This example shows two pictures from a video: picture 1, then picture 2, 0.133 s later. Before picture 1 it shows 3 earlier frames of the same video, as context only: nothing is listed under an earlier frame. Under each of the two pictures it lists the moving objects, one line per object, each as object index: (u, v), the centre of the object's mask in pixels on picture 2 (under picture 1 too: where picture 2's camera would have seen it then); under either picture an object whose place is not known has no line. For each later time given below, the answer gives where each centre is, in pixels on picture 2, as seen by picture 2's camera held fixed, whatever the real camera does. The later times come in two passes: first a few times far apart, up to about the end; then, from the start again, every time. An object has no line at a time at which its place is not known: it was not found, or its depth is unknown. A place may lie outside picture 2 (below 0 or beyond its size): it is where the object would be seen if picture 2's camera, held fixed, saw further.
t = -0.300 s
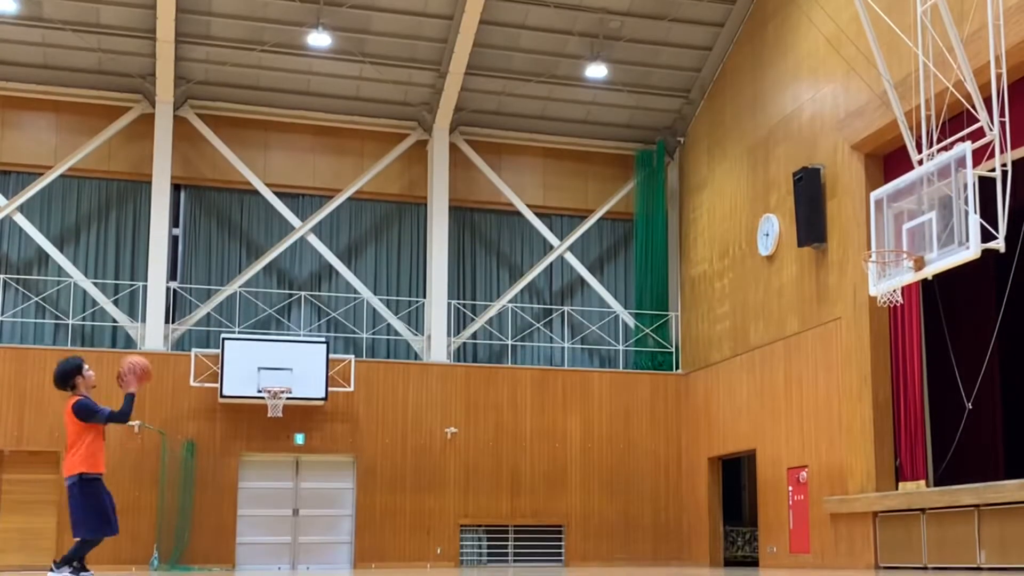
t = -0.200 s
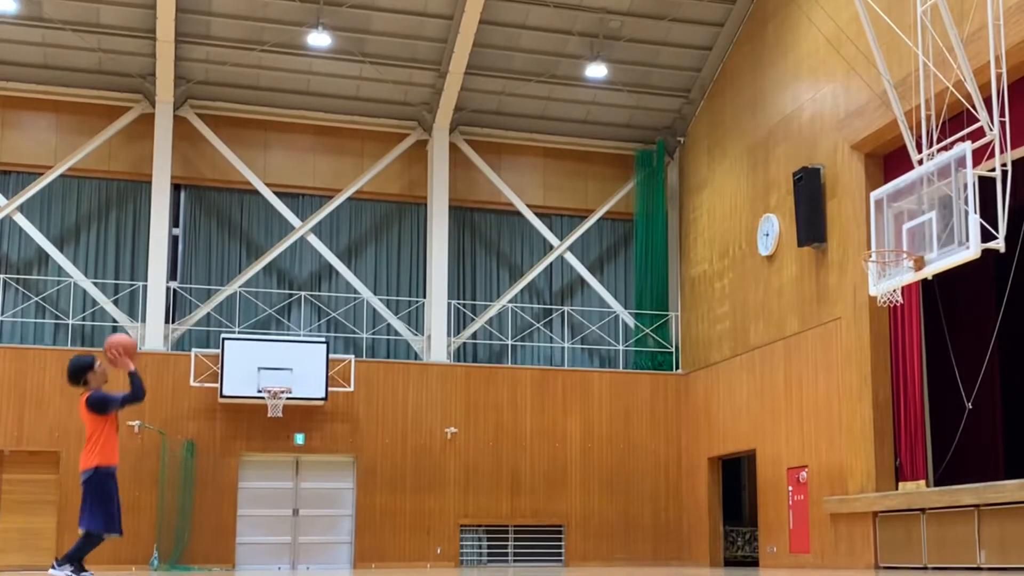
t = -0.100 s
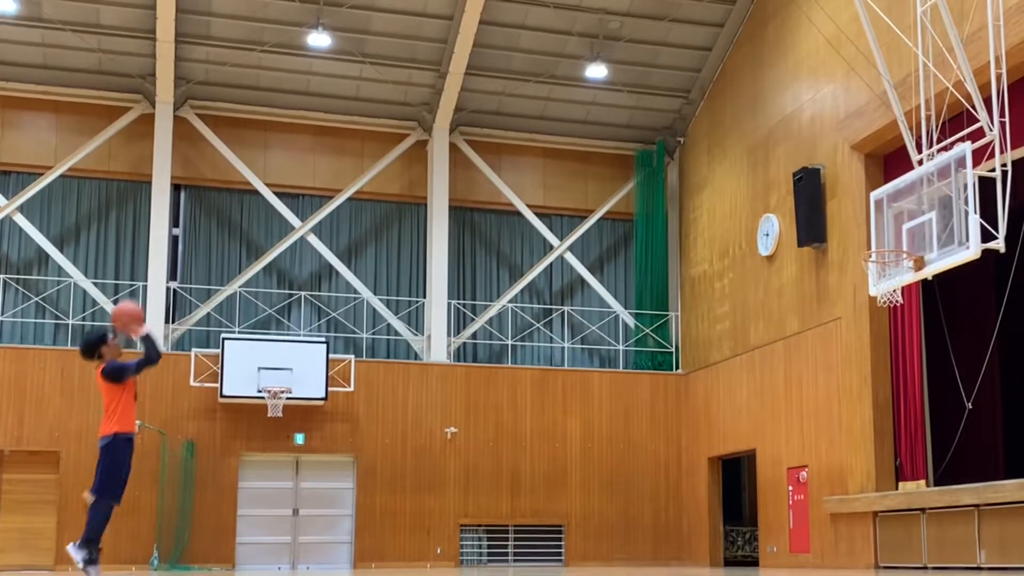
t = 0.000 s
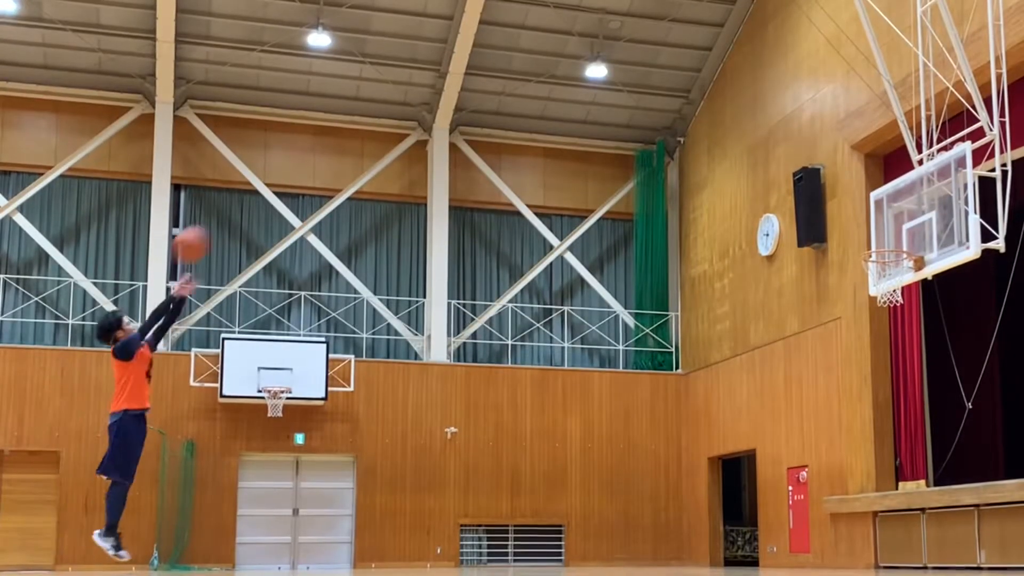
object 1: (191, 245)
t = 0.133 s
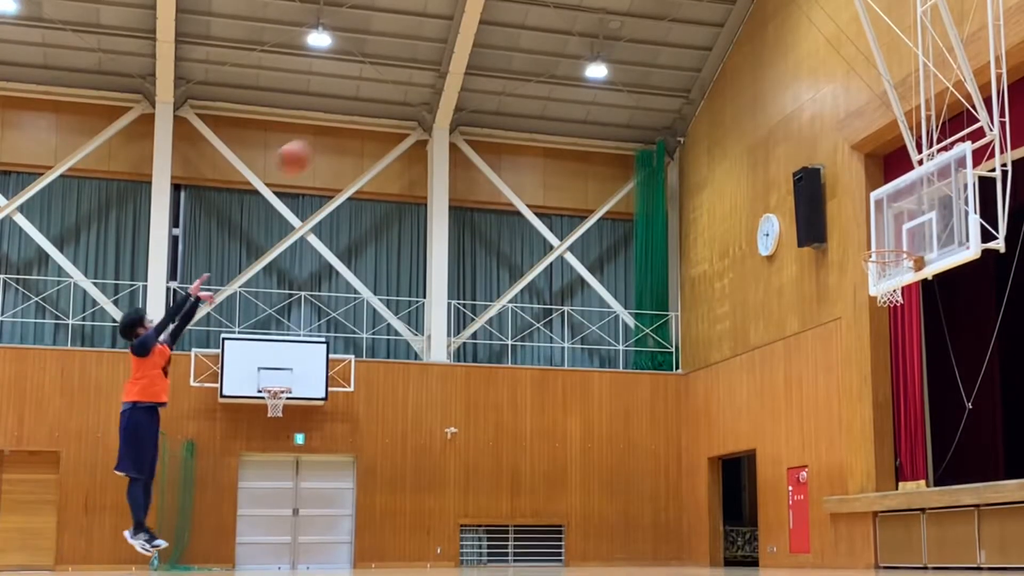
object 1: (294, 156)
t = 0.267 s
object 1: (386, 97)
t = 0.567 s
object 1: (566, 47)
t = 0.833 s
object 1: (702, 87)
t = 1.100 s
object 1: (824, 188)
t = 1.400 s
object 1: (915, 294)
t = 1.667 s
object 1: (953, 373)
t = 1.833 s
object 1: (980, 461)
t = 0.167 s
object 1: (318, 139)
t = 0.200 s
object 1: (340, 121)
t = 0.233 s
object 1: (363, 109)
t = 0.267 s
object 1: (386, 97)
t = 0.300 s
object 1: (407, 87)
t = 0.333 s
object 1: (428, 77)
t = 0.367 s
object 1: (449, 70)
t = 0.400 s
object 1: (470, 62)
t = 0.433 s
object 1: (488, 59)
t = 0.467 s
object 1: (508, 54)
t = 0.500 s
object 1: (528, 51)
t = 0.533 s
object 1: (547, 48)
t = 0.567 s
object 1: (566, 47)
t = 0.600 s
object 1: (583, 48)
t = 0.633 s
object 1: (601, 49)
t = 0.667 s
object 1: (618, 55)
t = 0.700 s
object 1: (636, 58)
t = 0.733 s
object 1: (653, 65)
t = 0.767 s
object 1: (669, 71)
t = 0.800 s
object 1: (686, 79)
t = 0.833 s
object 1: (702, 87)
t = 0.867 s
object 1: (717, 96)
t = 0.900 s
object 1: (733, 106)
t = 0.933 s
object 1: (749, 117)
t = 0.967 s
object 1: (765, 130)
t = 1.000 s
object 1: (780, 142)
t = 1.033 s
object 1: (796, 157)
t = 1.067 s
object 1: (811, 173)
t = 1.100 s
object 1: (824, 188)
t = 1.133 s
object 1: (839, 204)
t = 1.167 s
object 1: (854, 222)
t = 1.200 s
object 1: (868, 241)
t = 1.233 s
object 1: (881, 262)
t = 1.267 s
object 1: (894, 277)
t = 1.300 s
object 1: (901, 281)
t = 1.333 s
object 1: (906, 284)
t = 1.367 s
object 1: (910, 288)
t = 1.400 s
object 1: (915, 294)
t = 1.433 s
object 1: (918, 299)
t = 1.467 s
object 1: (923, 306)
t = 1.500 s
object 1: (929, 315)
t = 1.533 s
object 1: (933, 324)
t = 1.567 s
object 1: (938, 335)
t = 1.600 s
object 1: (943, 346)
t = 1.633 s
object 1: (948, 359)
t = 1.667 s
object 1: (953, 373)
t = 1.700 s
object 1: (958, 388)
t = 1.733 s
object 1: (964, 405)
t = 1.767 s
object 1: (969, 422)
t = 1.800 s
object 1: (975, 441)
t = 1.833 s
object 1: (980, 461)
